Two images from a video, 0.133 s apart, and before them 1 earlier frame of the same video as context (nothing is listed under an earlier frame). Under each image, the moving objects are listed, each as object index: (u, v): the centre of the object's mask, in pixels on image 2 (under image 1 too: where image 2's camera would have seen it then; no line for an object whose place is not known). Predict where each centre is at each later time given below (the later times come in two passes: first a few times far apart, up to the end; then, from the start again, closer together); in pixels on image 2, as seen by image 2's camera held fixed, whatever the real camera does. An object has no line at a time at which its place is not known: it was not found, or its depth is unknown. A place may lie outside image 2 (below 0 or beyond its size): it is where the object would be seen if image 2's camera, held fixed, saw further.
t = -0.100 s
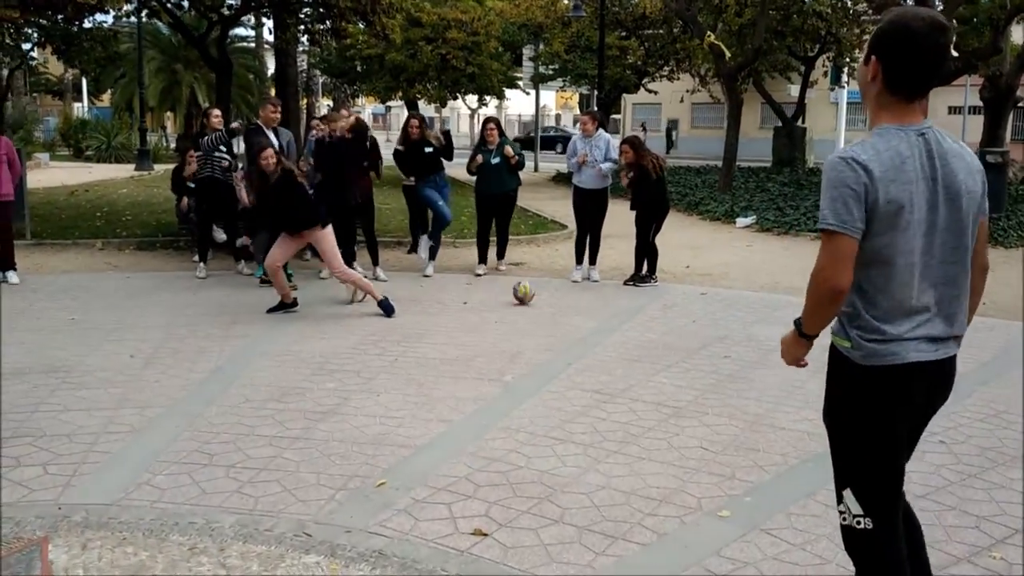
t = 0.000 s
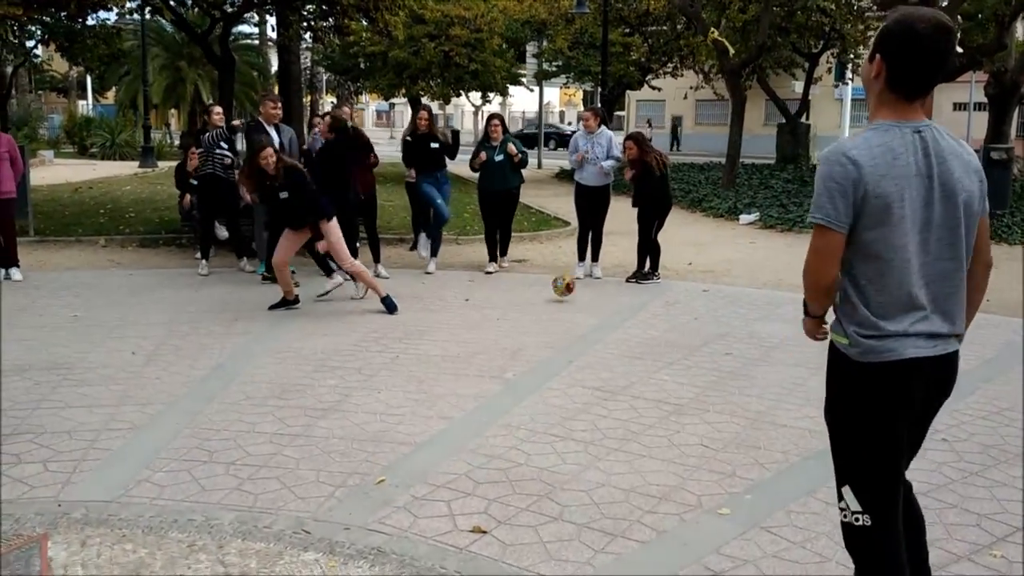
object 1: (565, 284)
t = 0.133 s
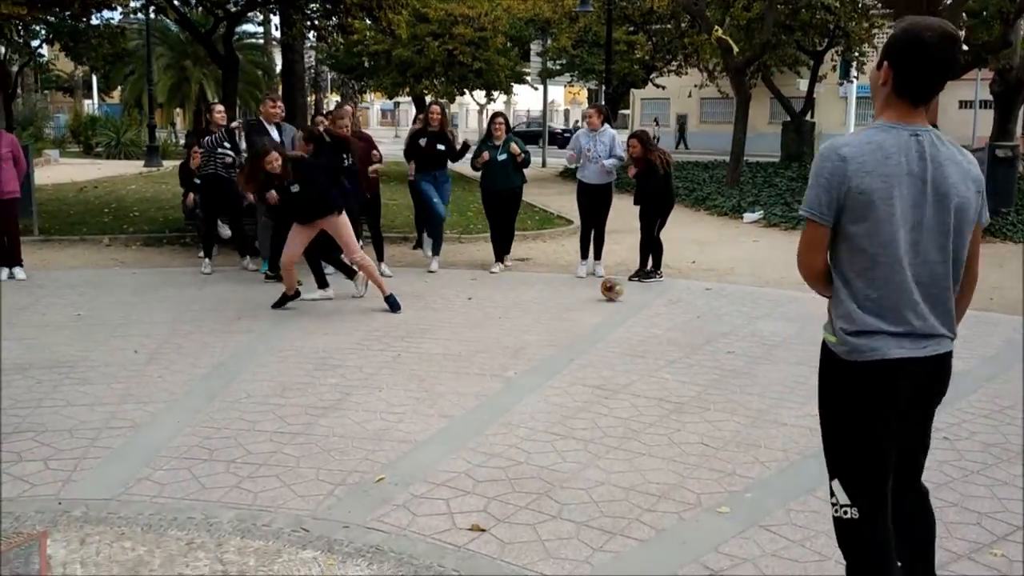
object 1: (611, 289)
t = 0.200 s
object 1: (634, 287)
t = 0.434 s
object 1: (710, 289)
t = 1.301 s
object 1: (949, 286)
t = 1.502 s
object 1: (993, 285)
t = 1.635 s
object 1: (1022, 284)
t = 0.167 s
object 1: (623, 287)
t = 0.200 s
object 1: (634, 287)
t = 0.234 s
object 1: (645, 289)
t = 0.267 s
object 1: (656, 290)
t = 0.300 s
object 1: (667, 289)
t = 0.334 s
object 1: (678, 289)
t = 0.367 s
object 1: (689, 289)
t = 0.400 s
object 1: (699, 289)
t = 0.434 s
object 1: (710, 289)
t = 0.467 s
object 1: (719, 290)
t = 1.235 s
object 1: (932, 287)
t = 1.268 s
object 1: (940, 286)
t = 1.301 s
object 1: (949, 286)
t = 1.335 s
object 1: (956, 286)
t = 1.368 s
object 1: (963, 286)
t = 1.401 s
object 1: (971, 285)
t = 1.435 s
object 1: (978, 286)
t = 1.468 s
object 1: (986, 285)
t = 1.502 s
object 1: (993, 285)
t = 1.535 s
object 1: (1001, 284)
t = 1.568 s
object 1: (1008, 285)
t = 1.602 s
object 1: (1015, 284)
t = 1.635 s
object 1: (1022, 284)
